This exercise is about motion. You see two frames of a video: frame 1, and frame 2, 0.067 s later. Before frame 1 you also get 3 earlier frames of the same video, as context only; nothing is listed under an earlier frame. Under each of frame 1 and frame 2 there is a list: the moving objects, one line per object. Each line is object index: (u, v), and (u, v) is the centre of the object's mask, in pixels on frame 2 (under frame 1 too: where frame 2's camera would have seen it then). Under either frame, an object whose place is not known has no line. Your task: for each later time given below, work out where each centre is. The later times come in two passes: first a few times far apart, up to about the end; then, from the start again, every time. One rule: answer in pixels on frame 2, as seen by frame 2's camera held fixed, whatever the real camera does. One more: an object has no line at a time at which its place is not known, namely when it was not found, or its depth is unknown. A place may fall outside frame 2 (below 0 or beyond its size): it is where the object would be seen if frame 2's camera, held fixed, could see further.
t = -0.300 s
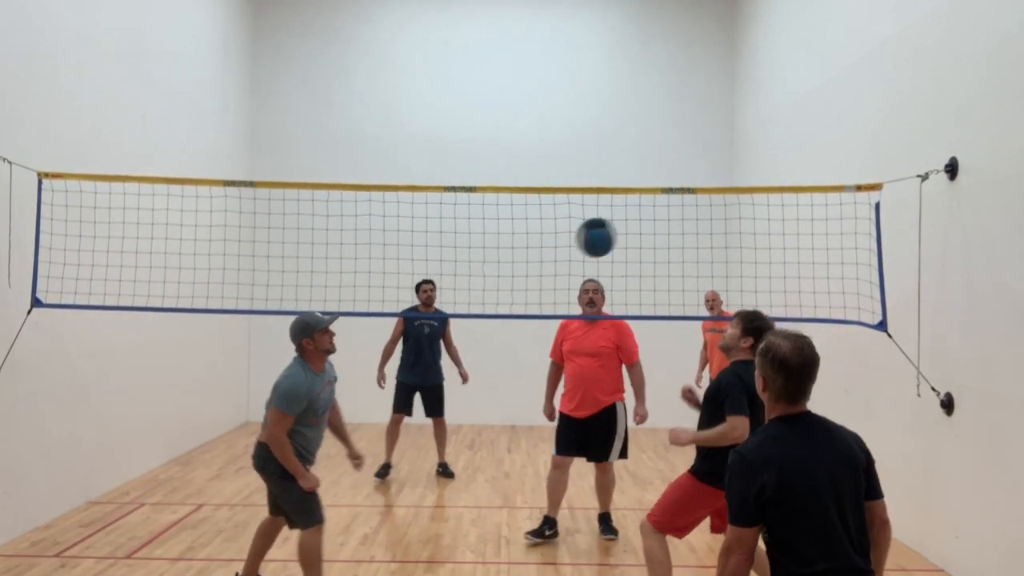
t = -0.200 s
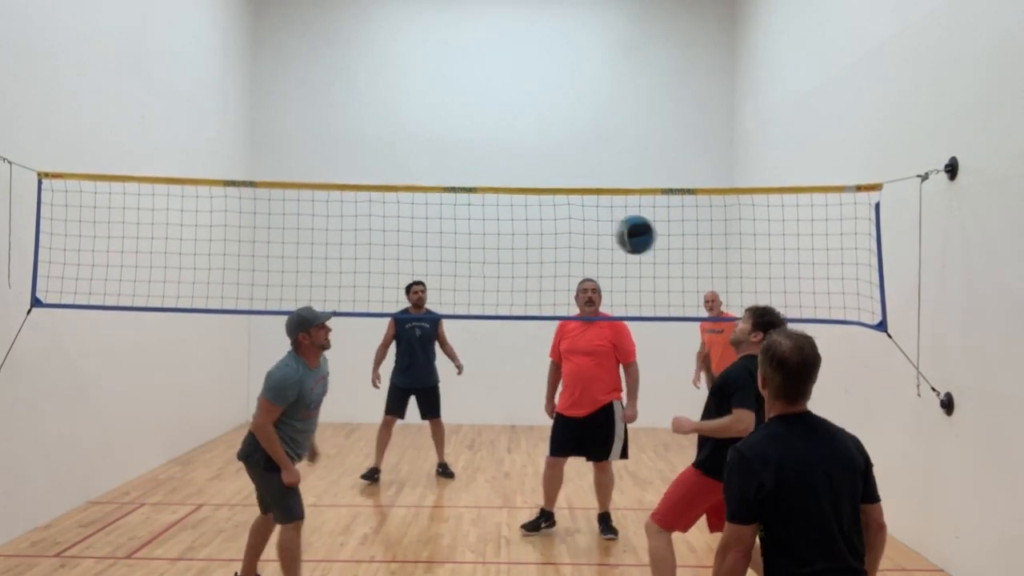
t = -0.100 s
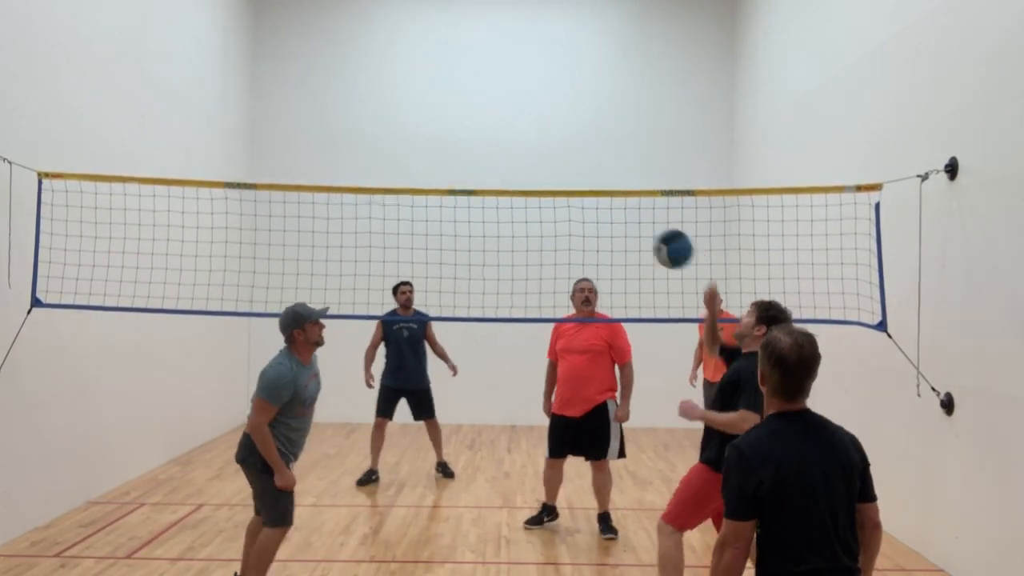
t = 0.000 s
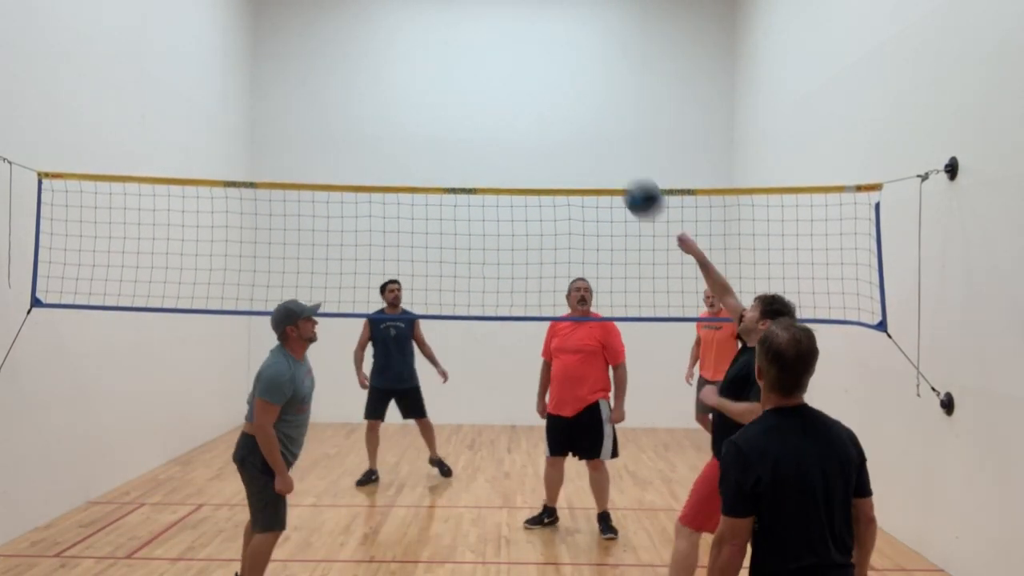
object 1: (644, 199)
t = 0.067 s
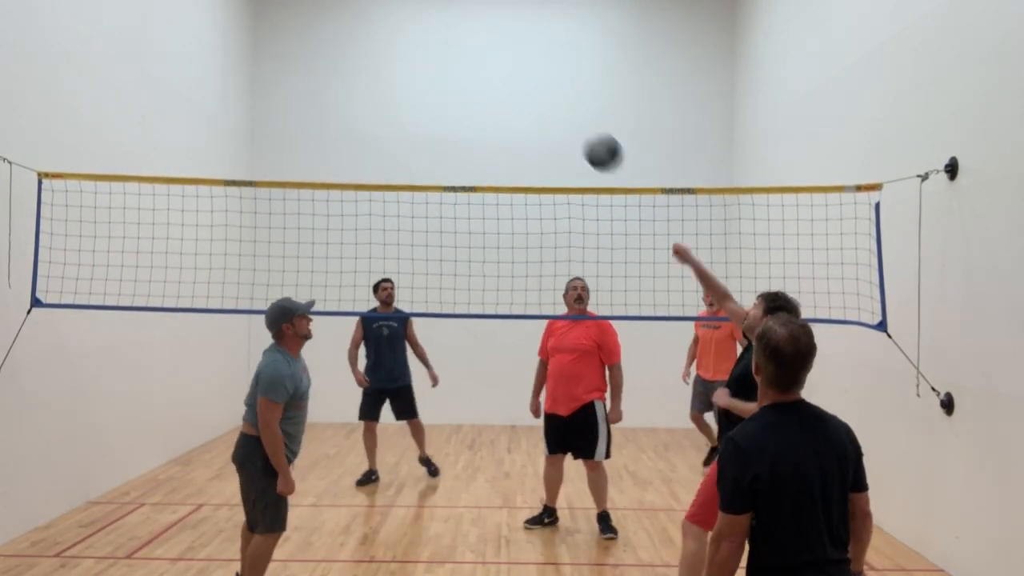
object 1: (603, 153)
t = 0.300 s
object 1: (484, 69)
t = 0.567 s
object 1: (380, 86)
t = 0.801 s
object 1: (310, 166)
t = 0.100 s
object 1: (584, 133)
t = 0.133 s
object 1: (565, 117)
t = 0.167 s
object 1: (548, 104)
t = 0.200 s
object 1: (530, 91)
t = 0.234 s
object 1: (515, 82)
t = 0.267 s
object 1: (499, 75)
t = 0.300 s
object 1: (484, 69)
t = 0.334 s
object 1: (469, 67)
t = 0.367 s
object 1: (455, 64)
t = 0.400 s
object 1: (441, 64)
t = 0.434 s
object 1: (428, 66)
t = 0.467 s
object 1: (415, 69)
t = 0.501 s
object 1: (403, 73)
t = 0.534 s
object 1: (391, 79)
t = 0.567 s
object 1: (380, 86)
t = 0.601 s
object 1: (369, 94)
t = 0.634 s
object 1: (358, 103)
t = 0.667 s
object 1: (348, 114)
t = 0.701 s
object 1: (338, 126)
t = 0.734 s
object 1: (328, 138)
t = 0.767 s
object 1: (319, 151)
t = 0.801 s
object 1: (310, 166)
